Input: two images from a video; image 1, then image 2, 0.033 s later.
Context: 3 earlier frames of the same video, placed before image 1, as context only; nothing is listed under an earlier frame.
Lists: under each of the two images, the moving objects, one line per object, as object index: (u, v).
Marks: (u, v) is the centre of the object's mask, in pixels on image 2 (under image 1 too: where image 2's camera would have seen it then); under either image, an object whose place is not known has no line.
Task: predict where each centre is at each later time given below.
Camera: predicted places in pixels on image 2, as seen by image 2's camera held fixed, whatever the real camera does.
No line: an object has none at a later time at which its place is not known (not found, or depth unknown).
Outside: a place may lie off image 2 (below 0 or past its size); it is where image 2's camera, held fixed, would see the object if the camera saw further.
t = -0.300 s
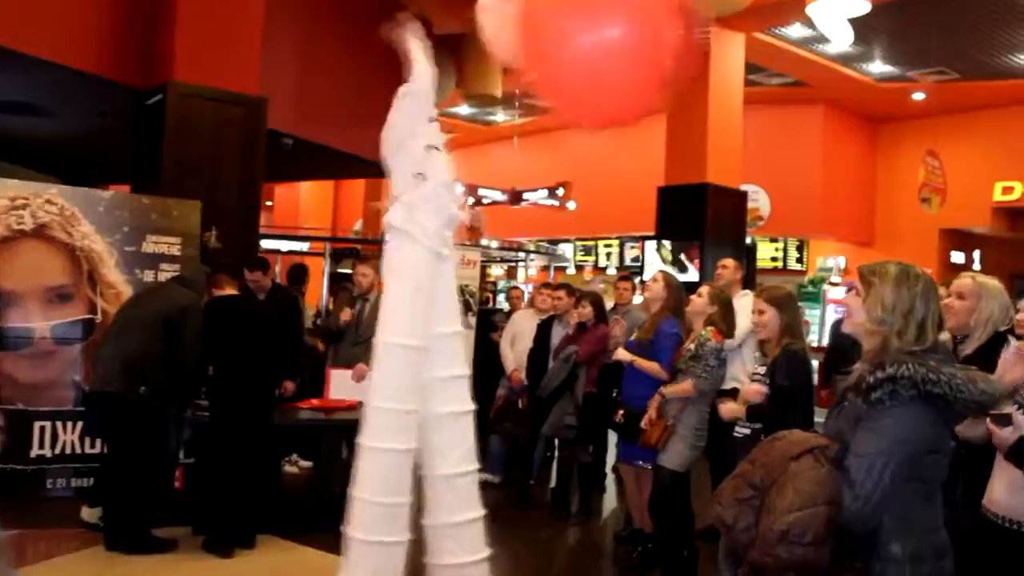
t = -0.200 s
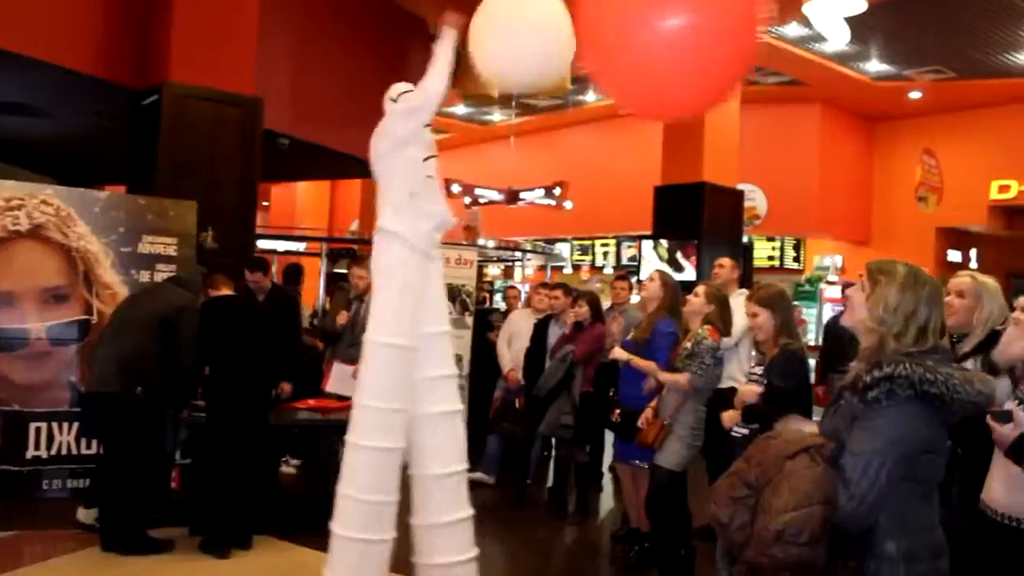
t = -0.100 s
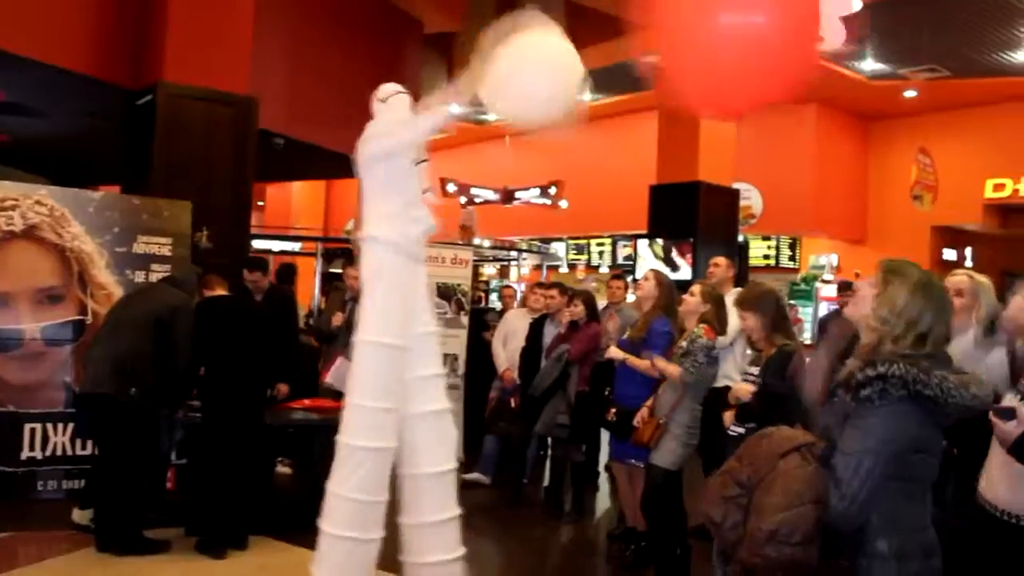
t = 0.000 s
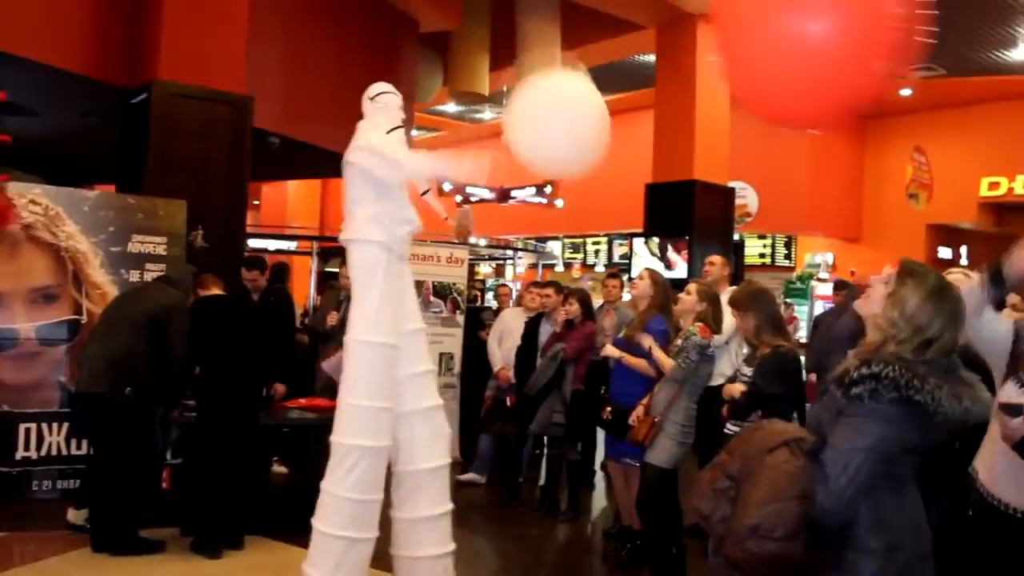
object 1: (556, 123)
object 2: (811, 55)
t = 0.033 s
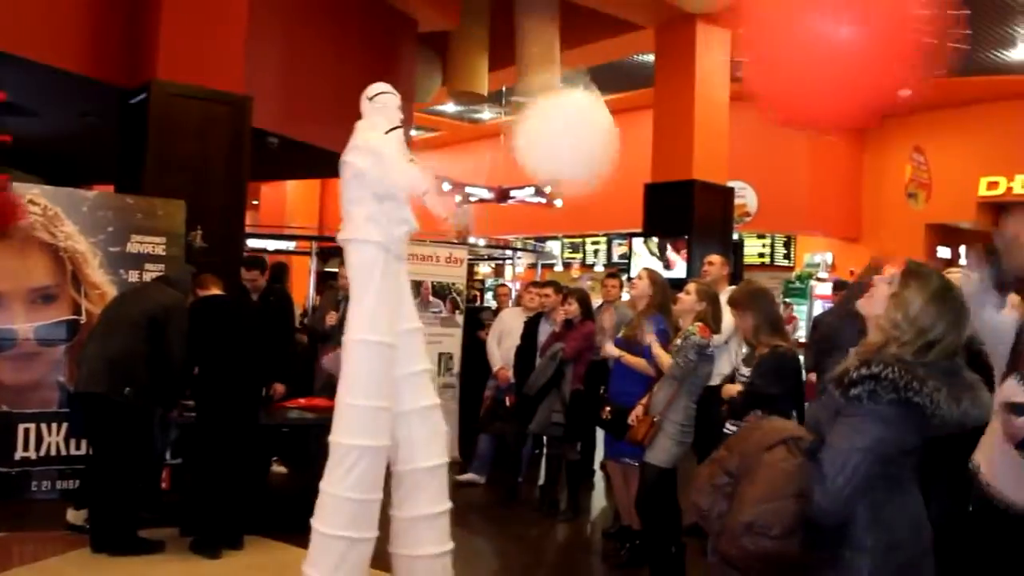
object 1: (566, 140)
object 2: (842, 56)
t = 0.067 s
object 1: (572, 151)
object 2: (859, 60)
